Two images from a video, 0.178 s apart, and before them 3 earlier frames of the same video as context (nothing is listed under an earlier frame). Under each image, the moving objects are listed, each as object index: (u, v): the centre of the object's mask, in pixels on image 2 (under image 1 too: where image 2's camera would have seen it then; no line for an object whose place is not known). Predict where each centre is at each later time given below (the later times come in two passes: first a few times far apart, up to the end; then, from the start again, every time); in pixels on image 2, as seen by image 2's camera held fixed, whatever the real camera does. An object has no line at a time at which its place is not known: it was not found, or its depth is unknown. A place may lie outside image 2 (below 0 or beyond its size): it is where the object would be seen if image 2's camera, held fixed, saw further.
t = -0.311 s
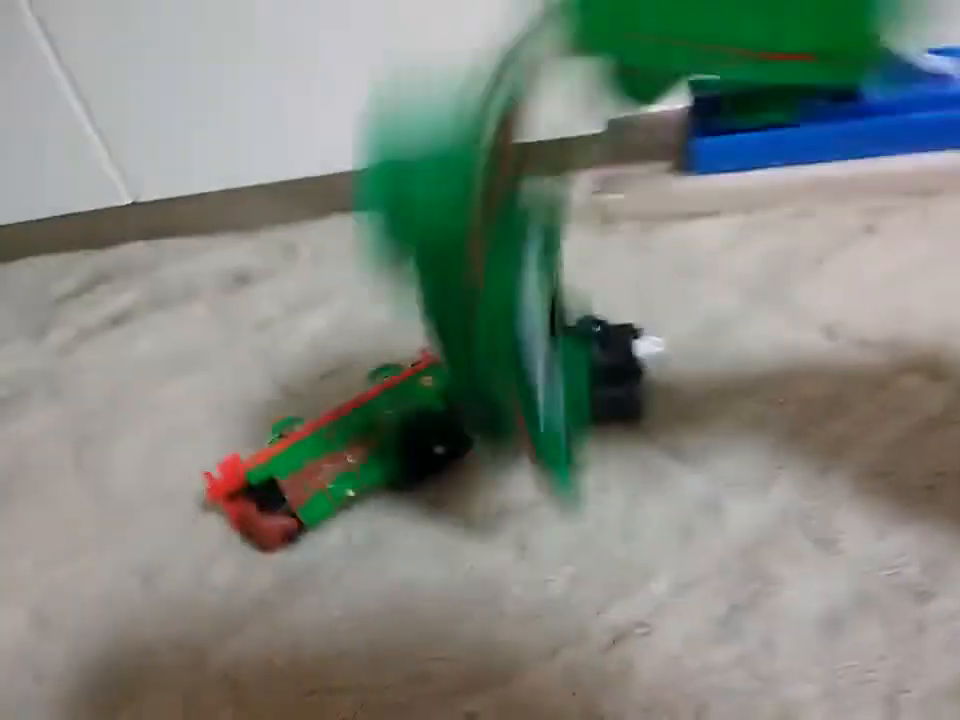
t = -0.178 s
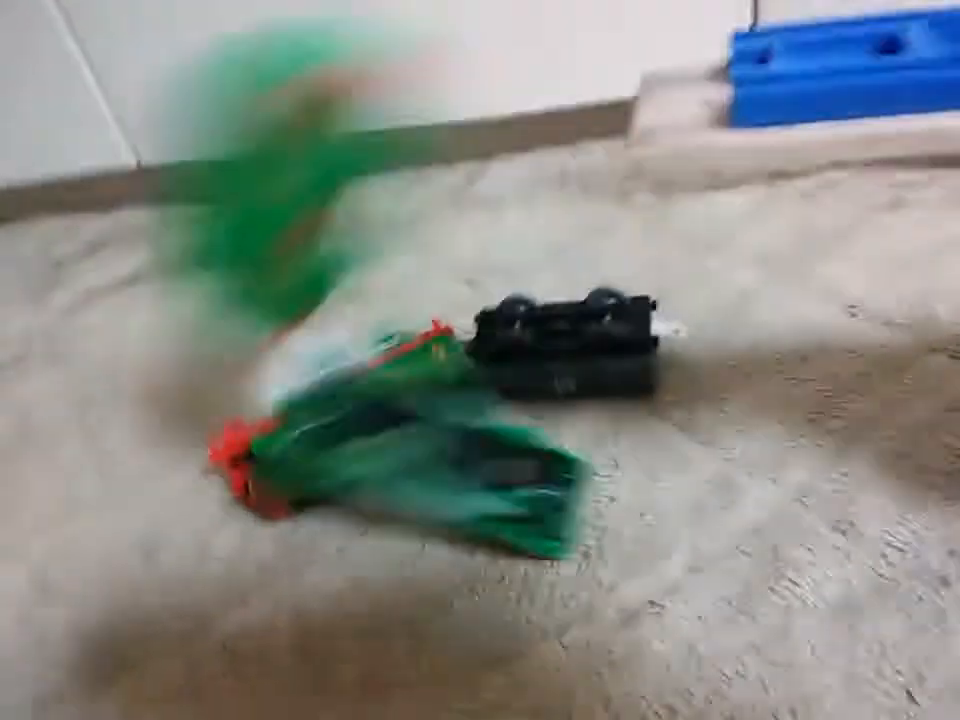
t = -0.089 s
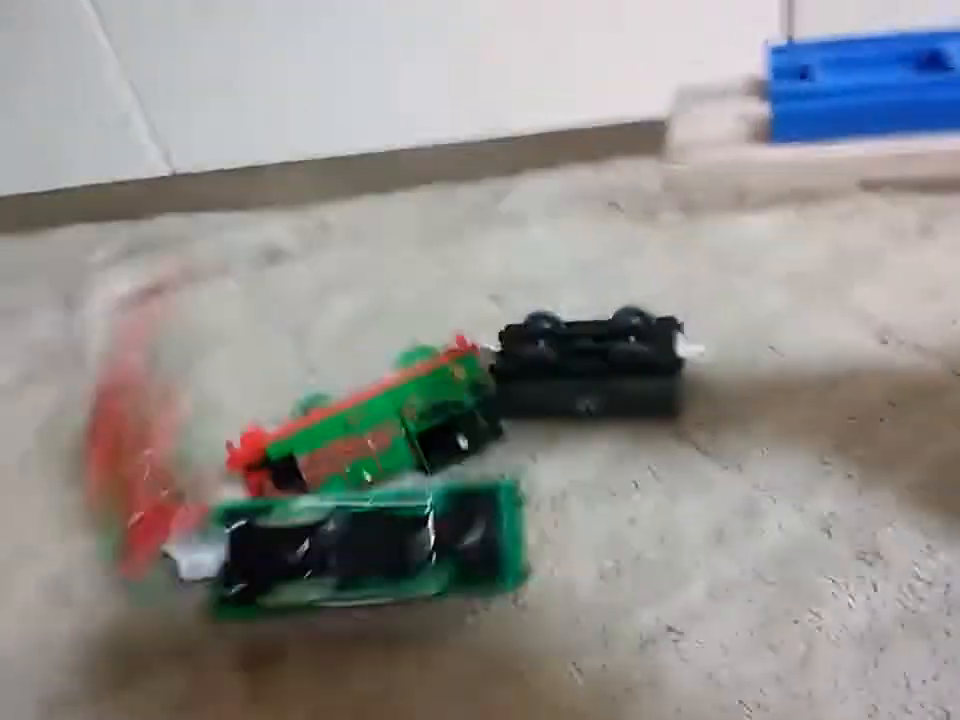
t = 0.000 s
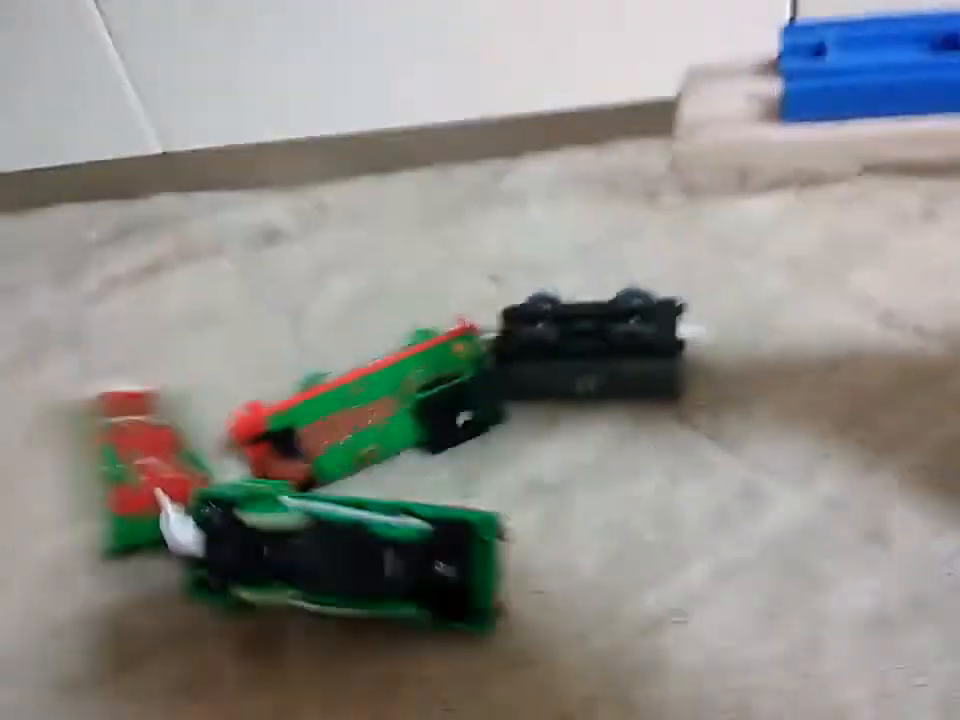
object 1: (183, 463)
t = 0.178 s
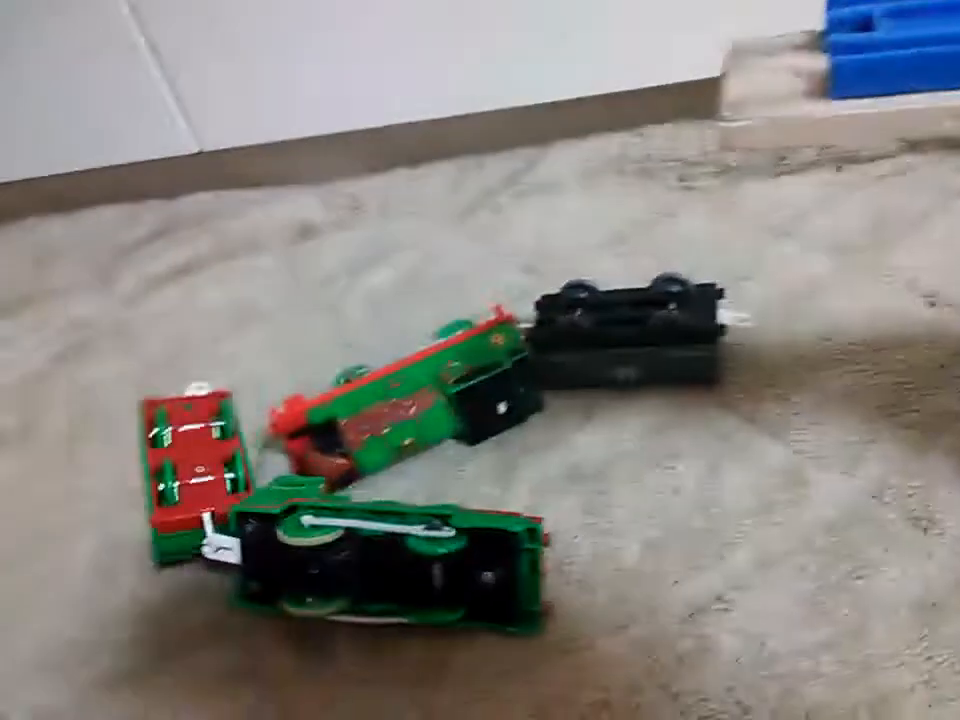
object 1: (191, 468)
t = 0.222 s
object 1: (181, 478)
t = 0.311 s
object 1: (164, 498)
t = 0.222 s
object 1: (181, 478)
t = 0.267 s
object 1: (171, 494)
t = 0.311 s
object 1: (164, 498)
